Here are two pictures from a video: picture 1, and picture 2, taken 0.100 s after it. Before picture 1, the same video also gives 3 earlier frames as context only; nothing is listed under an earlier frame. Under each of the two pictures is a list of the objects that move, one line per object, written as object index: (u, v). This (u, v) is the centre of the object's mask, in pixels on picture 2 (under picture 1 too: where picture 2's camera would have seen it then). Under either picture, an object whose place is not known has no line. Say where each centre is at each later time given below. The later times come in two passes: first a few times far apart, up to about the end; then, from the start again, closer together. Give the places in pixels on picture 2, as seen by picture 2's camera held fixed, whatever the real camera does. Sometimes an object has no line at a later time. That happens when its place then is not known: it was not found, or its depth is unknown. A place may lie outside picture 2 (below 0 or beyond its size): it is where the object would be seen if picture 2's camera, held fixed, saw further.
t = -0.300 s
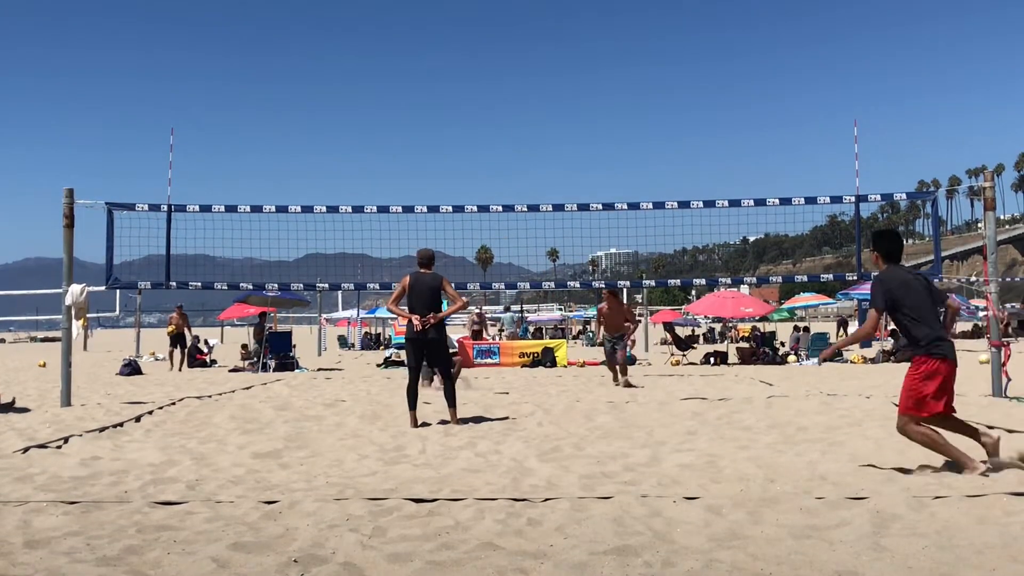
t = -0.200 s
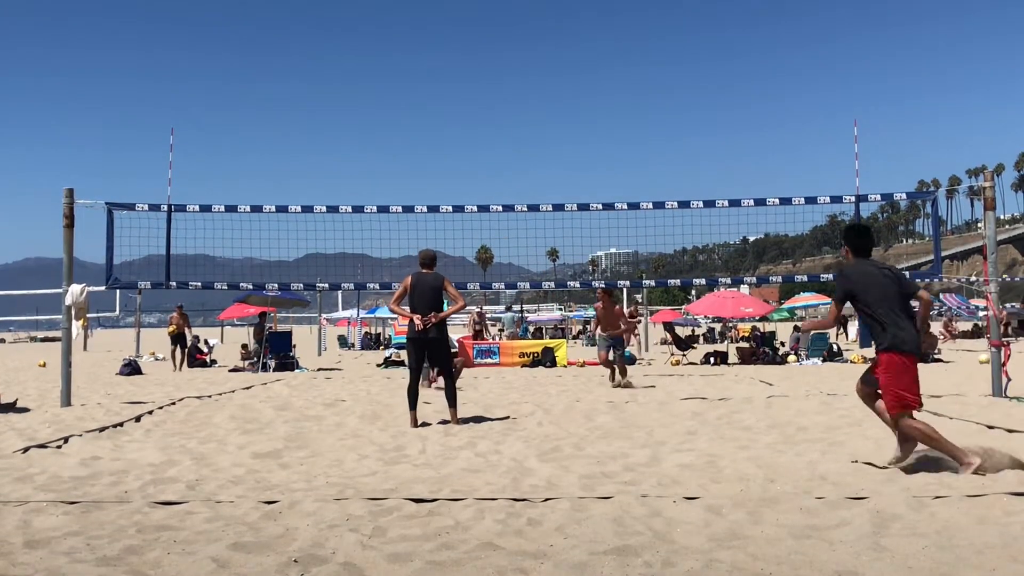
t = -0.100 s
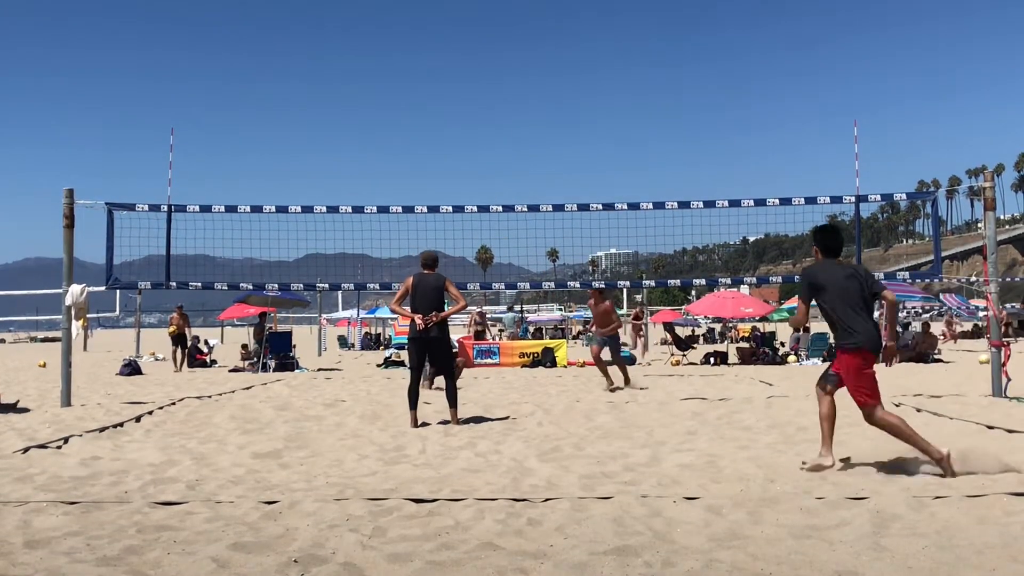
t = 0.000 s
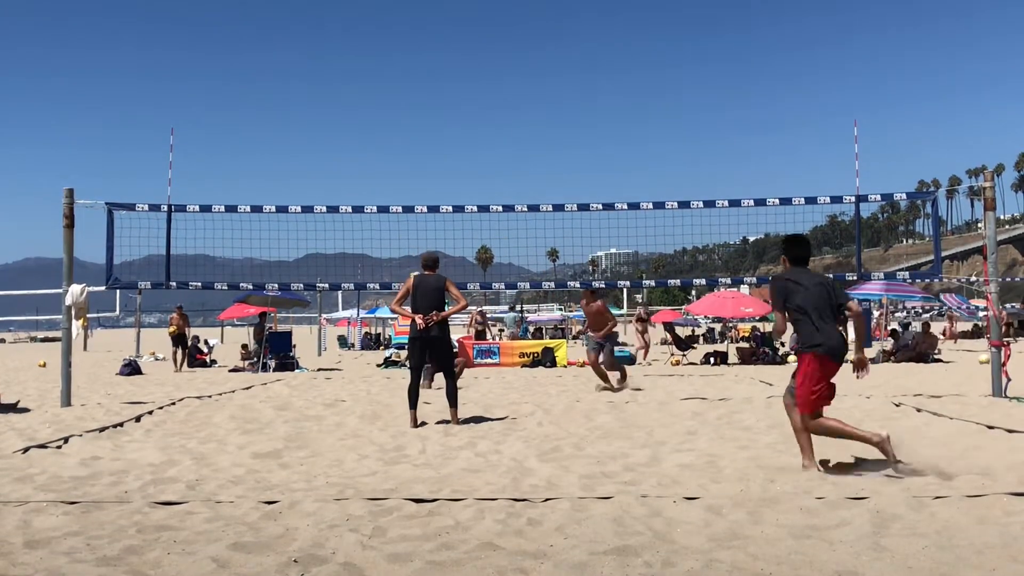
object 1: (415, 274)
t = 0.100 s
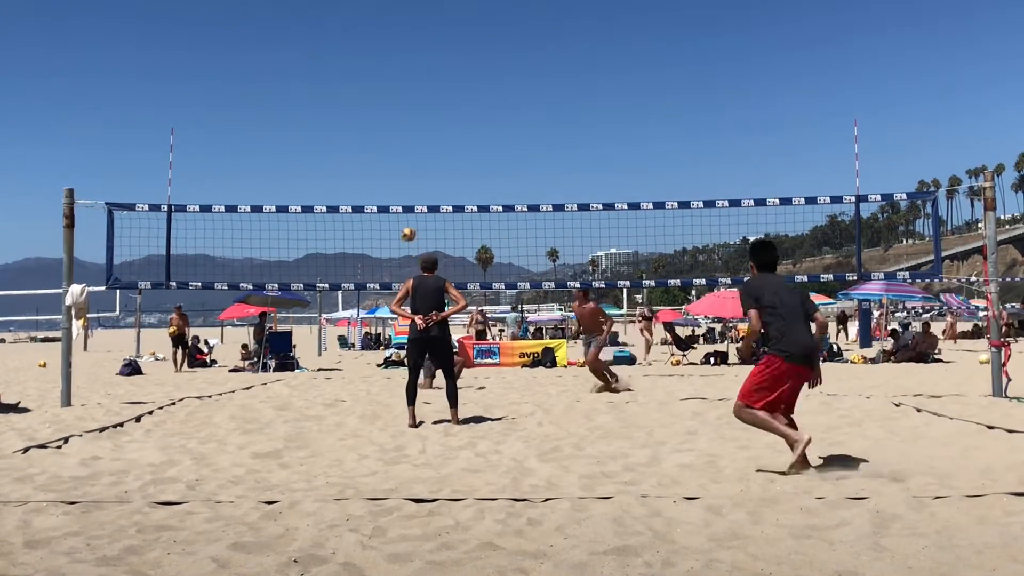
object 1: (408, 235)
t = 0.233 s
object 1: (398, 187)
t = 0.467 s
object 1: (379, 127)
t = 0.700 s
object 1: (362, 102)
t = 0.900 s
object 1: (348, 110)
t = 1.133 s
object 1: (333, 157)
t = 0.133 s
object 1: (406, 221)
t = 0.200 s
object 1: (400, 197)
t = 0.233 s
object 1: (398, 187)
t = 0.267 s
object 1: (395, 176)
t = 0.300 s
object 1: (392, 166)
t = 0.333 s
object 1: (390, 156)
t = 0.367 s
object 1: (387, 148)
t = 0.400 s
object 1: (384, 140)
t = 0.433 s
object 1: (382, 133)
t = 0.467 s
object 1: (379, 127)
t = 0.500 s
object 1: (377, 121)
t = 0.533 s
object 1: (374, 116)
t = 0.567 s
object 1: (371, 111)
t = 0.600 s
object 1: (369, 108)
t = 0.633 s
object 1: (366, 106)
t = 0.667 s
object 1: (364, 103)
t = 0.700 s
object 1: (362, 102)
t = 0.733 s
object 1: (359, 101)
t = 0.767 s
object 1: (357, 101)
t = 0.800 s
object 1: (354, 102)
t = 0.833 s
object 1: (352, 104)
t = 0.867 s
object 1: (350, 107)
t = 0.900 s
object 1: (348, 110)
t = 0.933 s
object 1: (345, 114)
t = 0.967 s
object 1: (343, 119)
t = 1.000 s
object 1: (341, 125)
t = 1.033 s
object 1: (339, 132)
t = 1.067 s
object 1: (337, 139)
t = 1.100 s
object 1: (335, 147)
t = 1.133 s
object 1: (333, 157)
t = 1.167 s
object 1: (331, 166)
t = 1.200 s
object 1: (329, 177)
